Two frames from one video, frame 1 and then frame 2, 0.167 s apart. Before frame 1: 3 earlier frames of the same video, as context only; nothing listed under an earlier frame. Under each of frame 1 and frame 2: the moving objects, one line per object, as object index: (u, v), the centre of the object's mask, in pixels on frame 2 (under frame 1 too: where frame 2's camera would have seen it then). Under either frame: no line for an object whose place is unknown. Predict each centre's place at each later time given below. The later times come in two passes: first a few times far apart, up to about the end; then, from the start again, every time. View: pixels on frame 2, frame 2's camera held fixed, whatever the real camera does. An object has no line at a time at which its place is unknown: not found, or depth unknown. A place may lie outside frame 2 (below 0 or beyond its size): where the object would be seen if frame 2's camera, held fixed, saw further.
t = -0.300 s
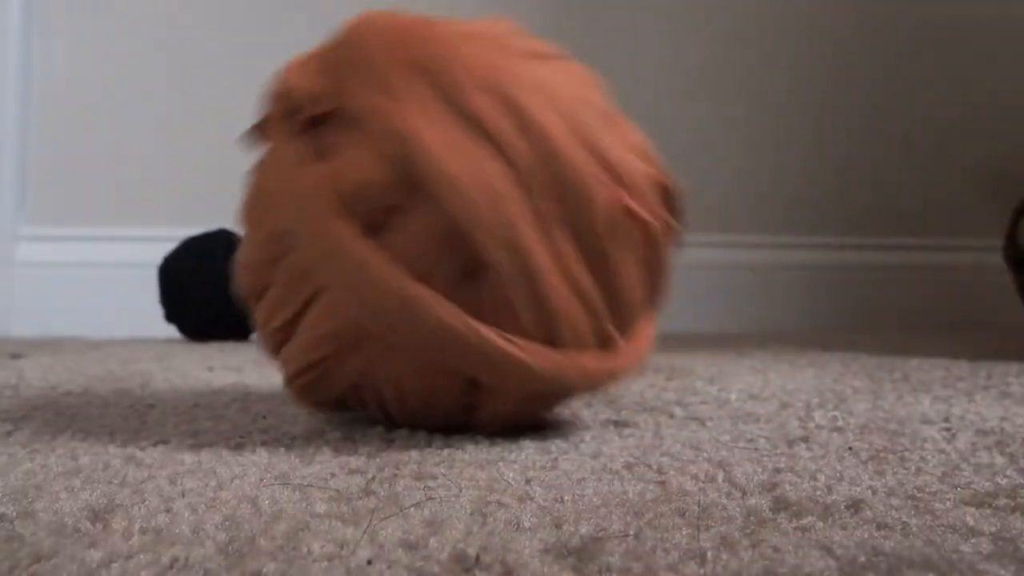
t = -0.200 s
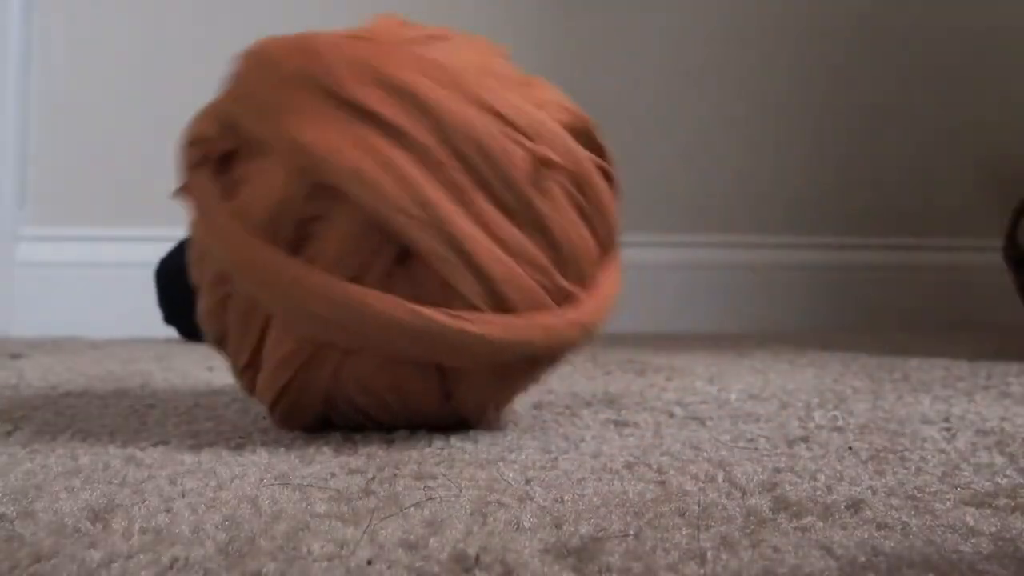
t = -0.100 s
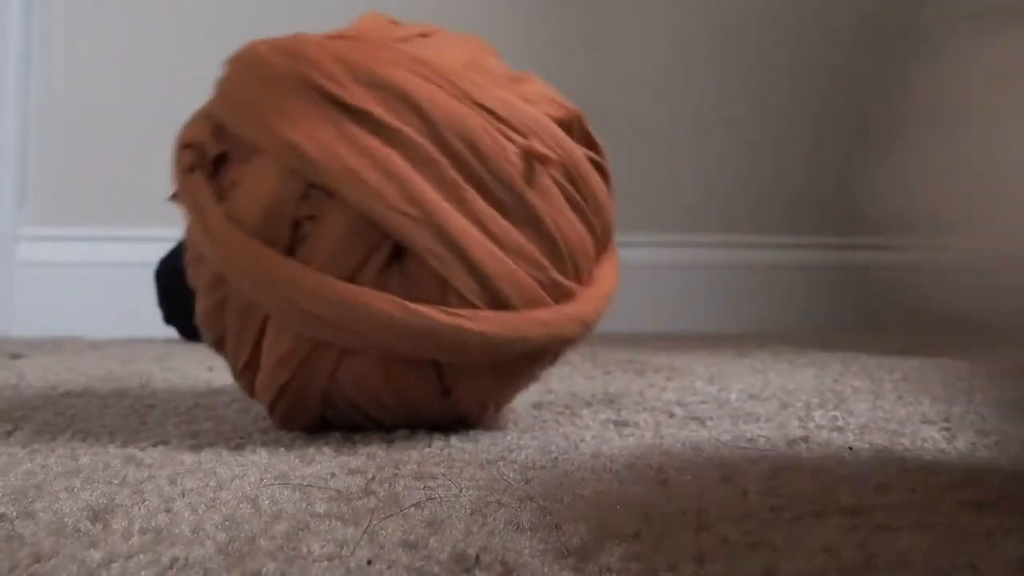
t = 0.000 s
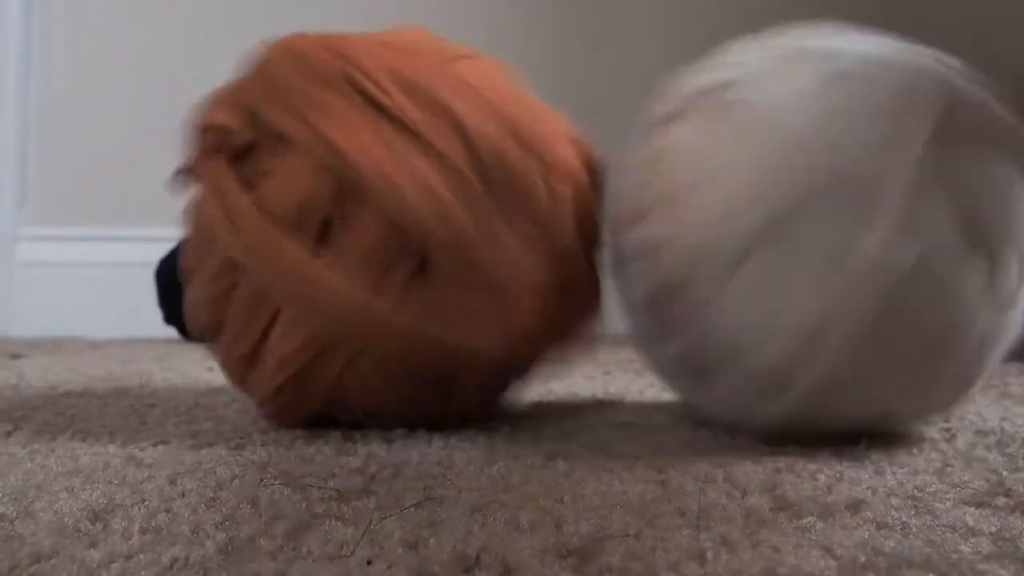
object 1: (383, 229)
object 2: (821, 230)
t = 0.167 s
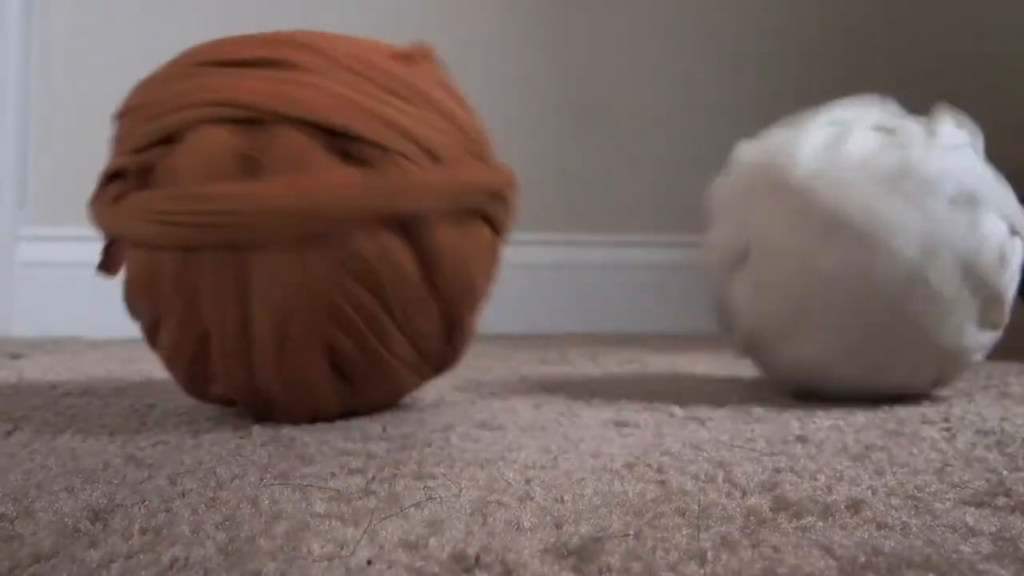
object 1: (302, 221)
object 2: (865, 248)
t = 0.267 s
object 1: (275, 222)
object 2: (878, 256)
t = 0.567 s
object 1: (173, 236)
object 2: (894, 265)
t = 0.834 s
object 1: (177, 236)
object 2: (899, 266)
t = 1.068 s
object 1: (183, 237)
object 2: (927, 269)
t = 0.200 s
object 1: (292, 221)
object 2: (872, 257)
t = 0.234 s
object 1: (283, 221)
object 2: (875, 256)
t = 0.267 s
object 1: (275, 222)
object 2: (878, 256)
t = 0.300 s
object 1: (266, 223)
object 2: (879, 257)
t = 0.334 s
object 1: (256, 224)
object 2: (882, 259)
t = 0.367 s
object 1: (245, 226)
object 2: (885, 262)
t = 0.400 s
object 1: (233, 228)
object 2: (887, 264)
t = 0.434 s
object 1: (219, 231)
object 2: (889, 264)
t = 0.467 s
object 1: (204, 234)
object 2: (890, 264)
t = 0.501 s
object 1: (192, 236)
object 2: (891, 264)
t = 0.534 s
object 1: (181, 236)
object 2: (893, 265)
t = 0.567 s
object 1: (173, 236)
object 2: (894, 265)
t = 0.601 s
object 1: (167, 236)
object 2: (893, 266)
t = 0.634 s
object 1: (163, 235)
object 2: (890, 266)
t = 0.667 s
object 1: (161, 235)
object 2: (888, 265)
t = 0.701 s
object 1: (162, 235)
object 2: (887, 265)
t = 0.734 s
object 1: (165, 236)
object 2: (887, 265)
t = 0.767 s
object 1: (168, 236)
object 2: (889, 265)
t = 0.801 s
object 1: (174, 237)
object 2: (893, 265)
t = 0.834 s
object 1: (177, 236)
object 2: (899, 266)
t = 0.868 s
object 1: (181, 236)
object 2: (905, 266)
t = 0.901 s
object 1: (184, 236)
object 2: (912, 266)
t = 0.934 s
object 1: (186, 236)
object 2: (920, 267)
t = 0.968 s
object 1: (186, 236)
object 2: (925, 268)
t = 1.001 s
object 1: (186, 237)
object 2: (928, 268)
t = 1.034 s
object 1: (184, 237)
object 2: (928, 269)
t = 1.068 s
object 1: (183, 237)
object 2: (927, 269)
